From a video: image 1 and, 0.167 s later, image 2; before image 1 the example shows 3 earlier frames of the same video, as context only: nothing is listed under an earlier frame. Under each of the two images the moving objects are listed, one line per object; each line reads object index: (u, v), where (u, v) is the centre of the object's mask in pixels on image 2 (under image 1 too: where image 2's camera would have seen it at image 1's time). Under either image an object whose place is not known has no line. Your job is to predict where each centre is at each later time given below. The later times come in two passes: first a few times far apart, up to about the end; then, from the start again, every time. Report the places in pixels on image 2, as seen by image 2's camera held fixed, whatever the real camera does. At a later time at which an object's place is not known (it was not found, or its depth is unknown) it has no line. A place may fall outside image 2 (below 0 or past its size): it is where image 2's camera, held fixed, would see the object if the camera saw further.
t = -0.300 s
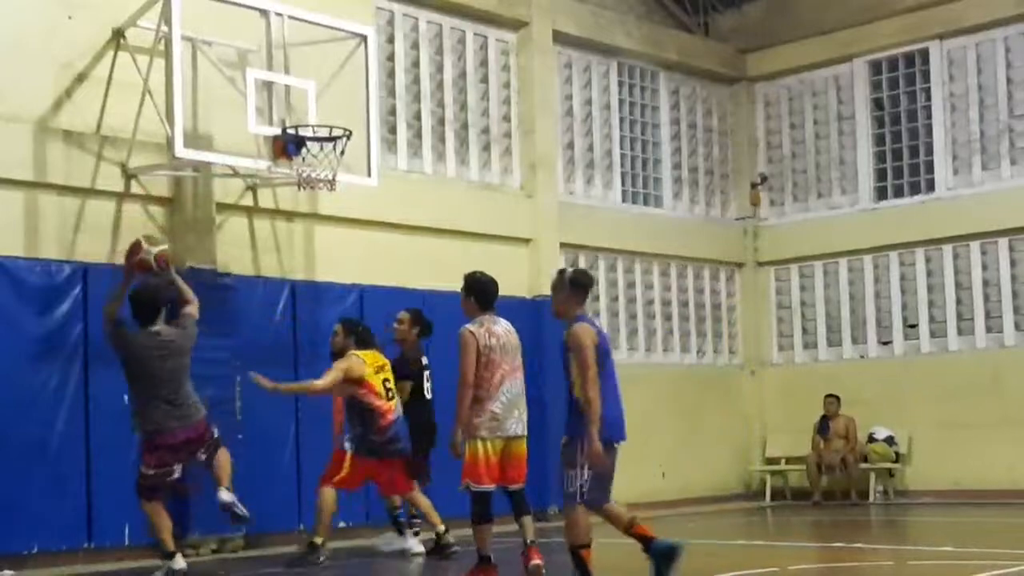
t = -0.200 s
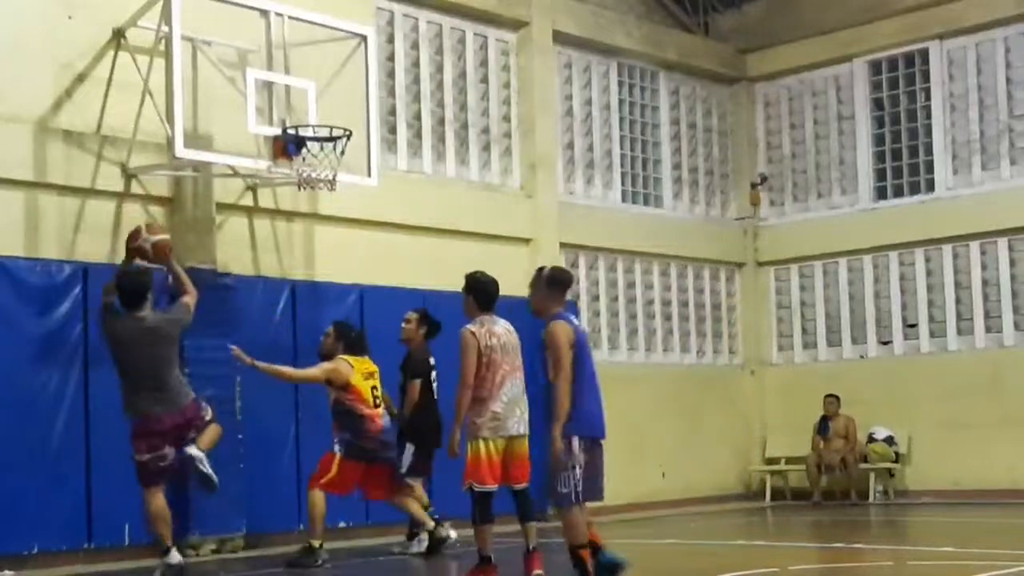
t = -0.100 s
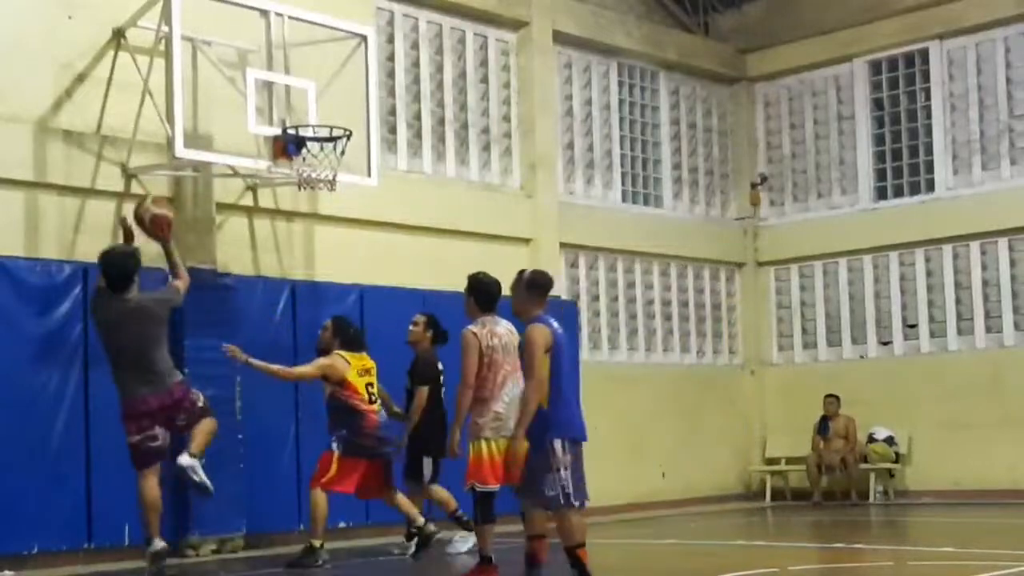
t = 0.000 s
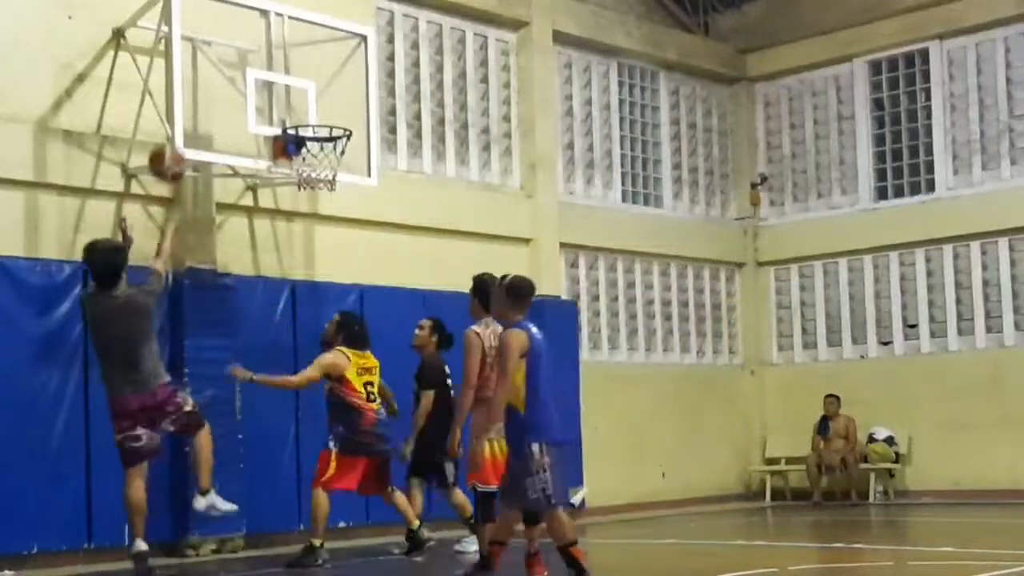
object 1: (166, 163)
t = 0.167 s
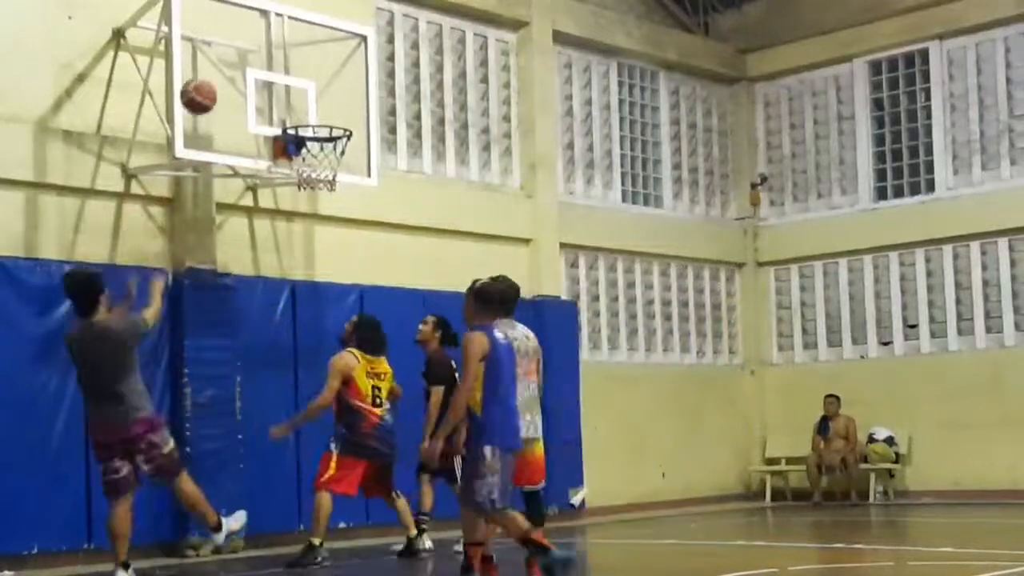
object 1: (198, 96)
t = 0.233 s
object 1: (209, 82)
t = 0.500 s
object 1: (271, 89)
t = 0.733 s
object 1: (338, 157)
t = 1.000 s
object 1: (310, 190)
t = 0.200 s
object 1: (204, 88)
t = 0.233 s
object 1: (209, 82)
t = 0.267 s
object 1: (215, 78)
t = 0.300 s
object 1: (221, 76)
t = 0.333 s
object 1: (226, 76)
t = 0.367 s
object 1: (231, 76)
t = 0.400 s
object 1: (238, 78)
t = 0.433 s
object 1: (248, 81)
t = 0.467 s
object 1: (259, 84)
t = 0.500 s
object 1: (271, 89)
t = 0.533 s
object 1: (281, 96)
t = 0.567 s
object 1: (292, 104)
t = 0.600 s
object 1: (302, 112)
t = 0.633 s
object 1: (313, 124)
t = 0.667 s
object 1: (325, 138)
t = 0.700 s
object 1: (335, 151)
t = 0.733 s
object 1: (338, 157)
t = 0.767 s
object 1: (338, 160)
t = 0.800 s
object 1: (334, 161)
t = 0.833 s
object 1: (331, 162)
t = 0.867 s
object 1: (327, 167)
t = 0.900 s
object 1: (322, 172)
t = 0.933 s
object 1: (318, 178)
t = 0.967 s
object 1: (314, 184)
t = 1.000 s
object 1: (310, 190)
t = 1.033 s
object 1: (308, 196)
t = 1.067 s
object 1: (306, 208)
